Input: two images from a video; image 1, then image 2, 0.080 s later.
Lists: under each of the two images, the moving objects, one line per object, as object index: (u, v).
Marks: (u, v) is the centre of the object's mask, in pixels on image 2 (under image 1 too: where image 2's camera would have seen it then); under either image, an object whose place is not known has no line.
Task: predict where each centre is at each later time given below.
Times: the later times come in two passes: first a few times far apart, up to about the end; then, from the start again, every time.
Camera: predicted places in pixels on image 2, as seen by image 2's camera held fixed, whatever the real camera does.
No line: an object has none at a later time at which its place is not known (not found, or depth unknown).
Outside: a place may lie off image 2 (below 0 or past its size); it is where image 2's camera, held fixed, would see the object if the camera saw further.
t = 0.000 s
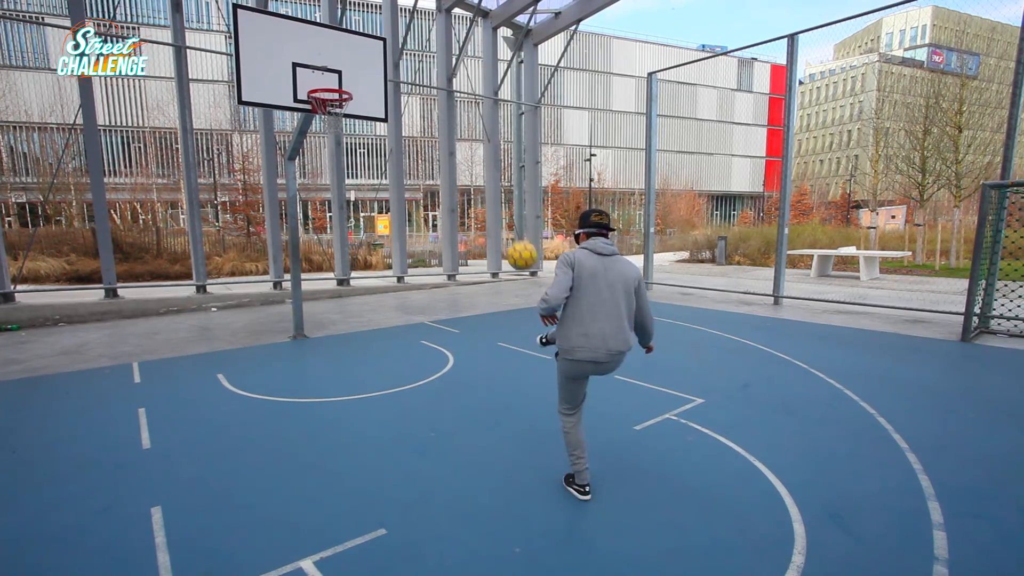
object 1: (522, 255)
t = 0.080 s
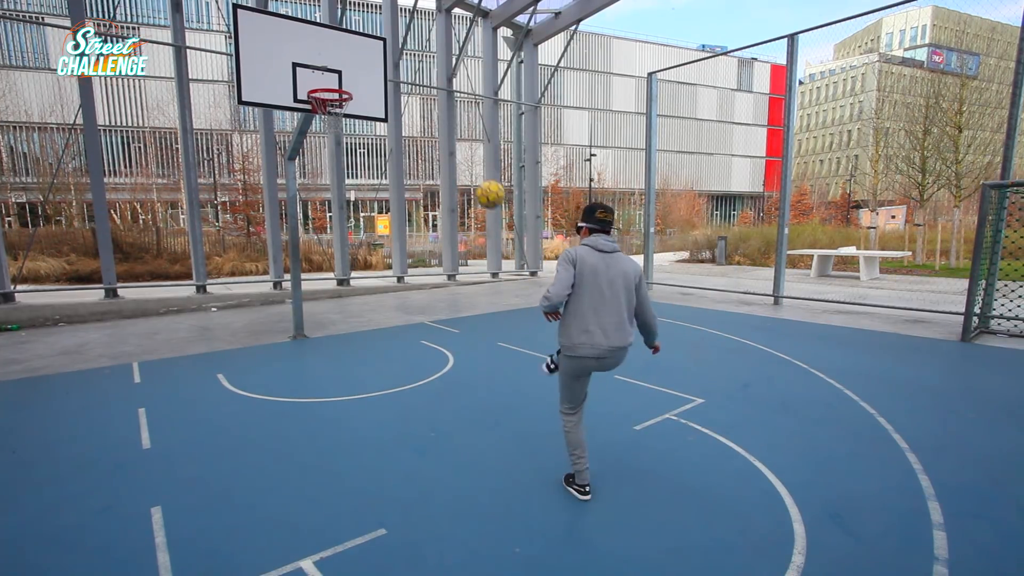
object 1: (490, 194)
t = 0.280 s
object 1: (425, 99)
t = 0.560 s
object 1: (359, 67)
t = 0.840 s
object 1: (337, 82)
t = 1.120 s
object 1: (320, 65)
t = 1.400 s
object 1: (297, 99)
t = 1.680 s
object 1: (274, 200)
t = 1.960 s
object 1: (257, 376)
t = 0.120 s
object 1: (476, 169)
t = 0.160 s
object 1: (462, 148)
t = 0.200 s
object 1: (449, 128)
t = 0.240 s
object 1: (437, 112)
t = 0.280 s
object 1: (425, 99)
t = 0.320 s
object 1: (414, 89)
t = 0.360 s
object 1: (404, 80)
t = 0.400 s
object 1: (393, 73)
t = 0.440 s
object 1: (384, 70)
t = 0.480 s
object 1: (376, 67)
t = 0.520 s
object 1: (367, 66)
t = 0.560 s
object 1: (359, 67)
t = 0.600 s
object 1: (352, 70)
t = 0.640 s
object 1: (345, 73)
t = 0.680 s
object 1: (338, 78)
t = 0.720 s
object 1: (332, 82)
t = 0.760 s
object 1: (331, 82)
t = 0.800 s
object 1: (334, 82)
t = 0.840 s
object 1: (337, 82)
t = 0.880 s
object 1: (340, 82)
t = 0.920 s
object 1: (338, 79)
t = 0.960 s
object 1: (334, 73)
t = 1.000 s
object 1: (331, 69)
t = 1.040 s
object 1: (327, 66)
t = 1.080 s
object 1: (324, 65)
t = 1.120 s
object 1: (320, 65)
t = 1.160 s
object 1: (317, 66)
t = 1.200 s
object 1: (314, 69)
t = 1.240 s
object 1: (311, 74)
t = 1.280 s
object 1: (307, 81)
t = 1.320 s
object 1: (304, 85)
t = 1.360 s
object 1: (300, 91)
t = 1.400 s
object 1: (297, 99)
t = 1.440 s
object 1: (293, 108)
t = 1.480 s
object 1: (290, 119)
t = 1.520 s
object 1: (286, 132)
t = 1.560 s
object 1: (283, 146)
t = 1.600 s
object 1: (279, 163)
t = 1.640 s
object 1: (276, 180)
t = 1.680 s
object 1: (274, 200)
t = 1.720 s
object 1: (270, 222)
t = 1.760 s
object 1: (268, 245)
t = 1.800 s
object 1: (265, 271)
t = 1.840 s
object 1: (263, 297)
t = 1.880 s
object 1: (261, 325)
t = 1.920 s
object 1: (259, 354)
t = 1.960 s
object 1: (257, 376)
